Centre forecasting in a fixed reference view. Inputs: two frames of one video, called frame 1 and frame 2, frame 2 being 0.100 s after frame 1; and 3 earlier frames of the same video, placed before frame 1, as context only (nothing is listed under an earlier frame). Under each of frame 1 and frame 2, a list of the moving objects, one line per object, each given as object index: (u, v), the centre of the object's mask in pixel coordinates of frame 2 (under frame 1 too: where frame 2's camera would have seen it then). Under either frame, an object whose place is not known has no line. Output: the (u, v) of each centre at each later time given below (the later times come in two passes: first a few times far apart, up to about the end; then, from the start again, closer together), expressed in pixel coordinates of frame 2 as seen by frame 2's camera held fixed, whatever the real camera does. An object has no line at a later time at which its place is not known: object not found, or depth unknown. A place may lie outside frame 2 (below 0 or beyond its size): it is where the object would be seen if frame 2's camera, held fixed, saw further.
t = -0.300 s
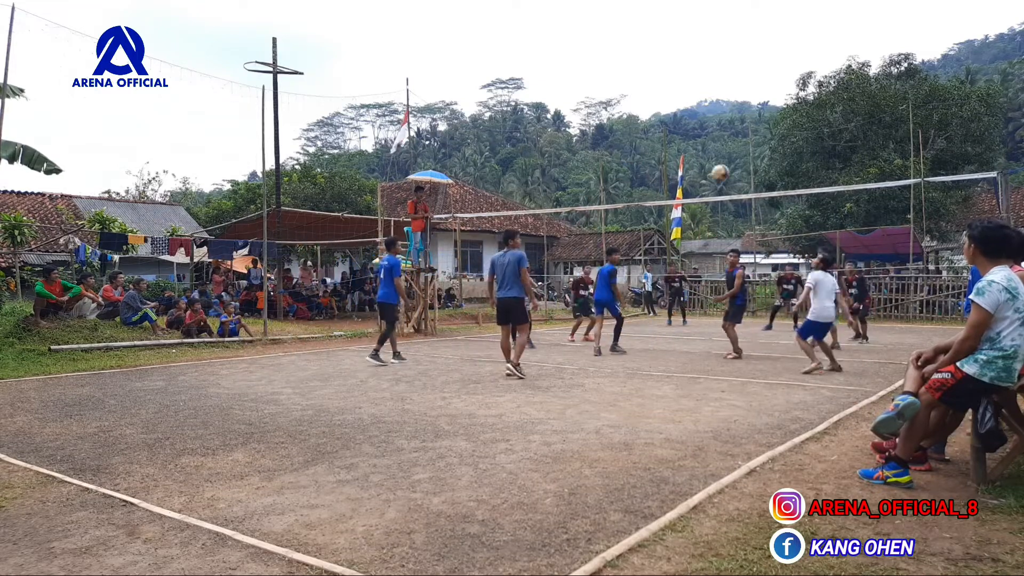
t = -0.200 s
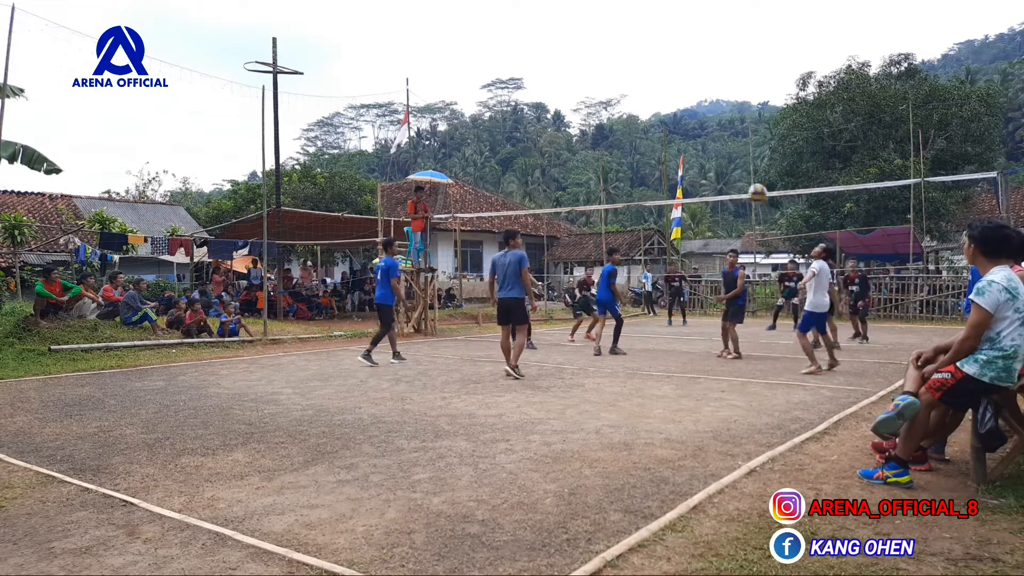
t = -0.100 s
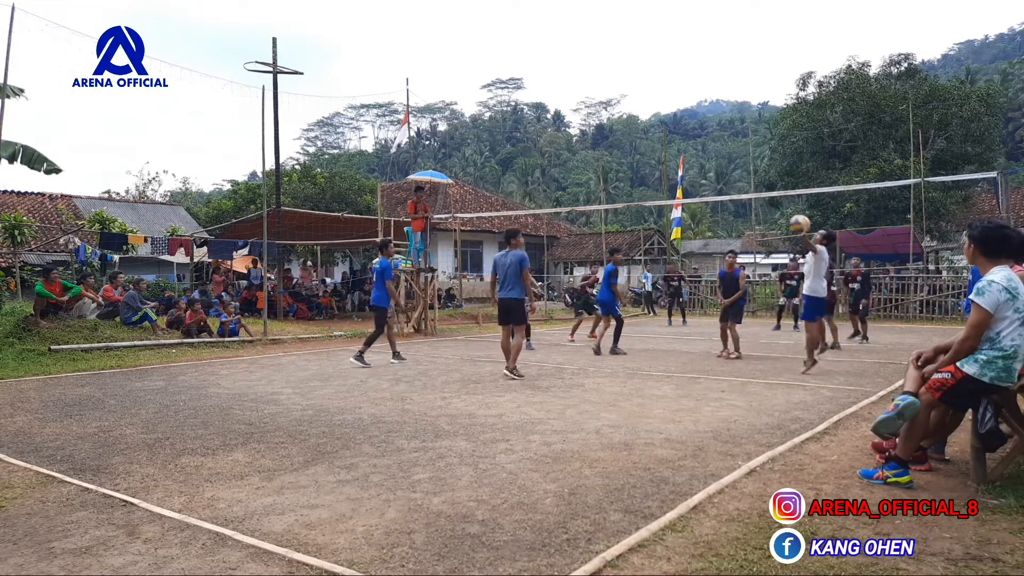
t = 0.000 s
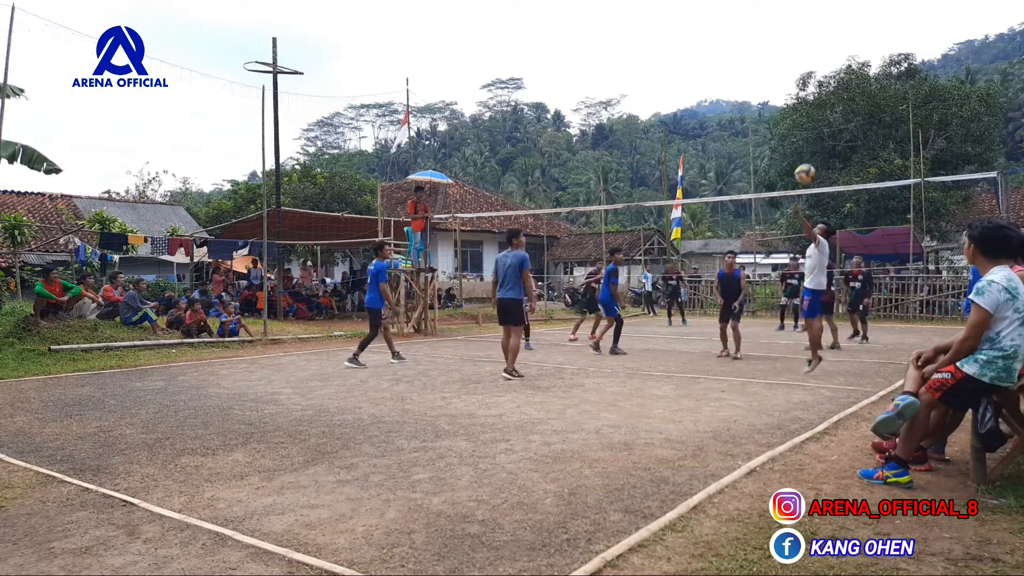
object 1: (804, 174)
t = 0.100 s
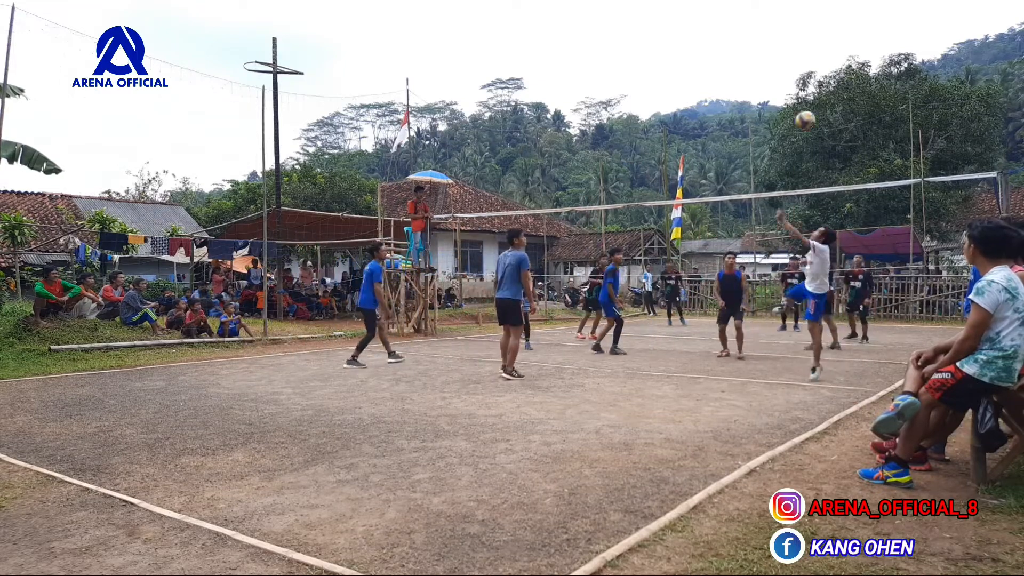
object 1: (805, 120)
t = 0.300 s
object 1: (806, 45)
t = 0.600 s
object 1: (809, 3)
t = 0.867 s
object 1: (812, 21)
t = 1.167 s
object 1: (814, 108)
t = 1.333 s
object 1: (813, 181)
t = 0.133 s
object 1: (805, 105)
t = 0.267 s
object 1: (806, 55)
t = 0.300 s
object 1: (806, 45)
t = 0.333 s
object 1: (806, 36)
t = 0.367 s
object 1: (807, 28)
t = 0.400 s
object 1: (807, 21)
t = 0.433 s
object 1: (808, 15)
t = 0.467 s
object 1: (808, 9)
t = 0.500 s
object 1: (808, 7)
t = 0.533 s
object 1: (808, 5)
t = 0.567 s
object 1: (809, 4)
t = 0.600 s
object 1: (809, 3)
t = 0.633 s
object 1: (809, 3)
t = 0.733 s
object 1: (811, 5)
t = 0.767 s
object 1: (812, 7)
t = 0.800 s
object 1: (812, 9)
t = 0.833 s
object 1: (812, 15)
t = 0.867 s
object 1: (812, 21)
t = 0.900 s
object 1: (813, 27)
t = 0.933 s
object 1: (813, 35)
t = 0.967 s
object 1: (813, 43)
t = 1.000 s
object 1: (813, 52)
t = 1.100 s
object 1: (813, 83)
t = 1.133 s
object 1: (815, 95)
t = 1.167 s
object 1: (814, 108)
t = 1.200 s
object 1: (814, 121)
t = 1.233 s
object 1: (814, 136)
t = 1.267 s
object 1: (814, 150)
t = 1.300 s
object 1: (814, 165)
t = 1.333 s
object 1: (813, 181)
